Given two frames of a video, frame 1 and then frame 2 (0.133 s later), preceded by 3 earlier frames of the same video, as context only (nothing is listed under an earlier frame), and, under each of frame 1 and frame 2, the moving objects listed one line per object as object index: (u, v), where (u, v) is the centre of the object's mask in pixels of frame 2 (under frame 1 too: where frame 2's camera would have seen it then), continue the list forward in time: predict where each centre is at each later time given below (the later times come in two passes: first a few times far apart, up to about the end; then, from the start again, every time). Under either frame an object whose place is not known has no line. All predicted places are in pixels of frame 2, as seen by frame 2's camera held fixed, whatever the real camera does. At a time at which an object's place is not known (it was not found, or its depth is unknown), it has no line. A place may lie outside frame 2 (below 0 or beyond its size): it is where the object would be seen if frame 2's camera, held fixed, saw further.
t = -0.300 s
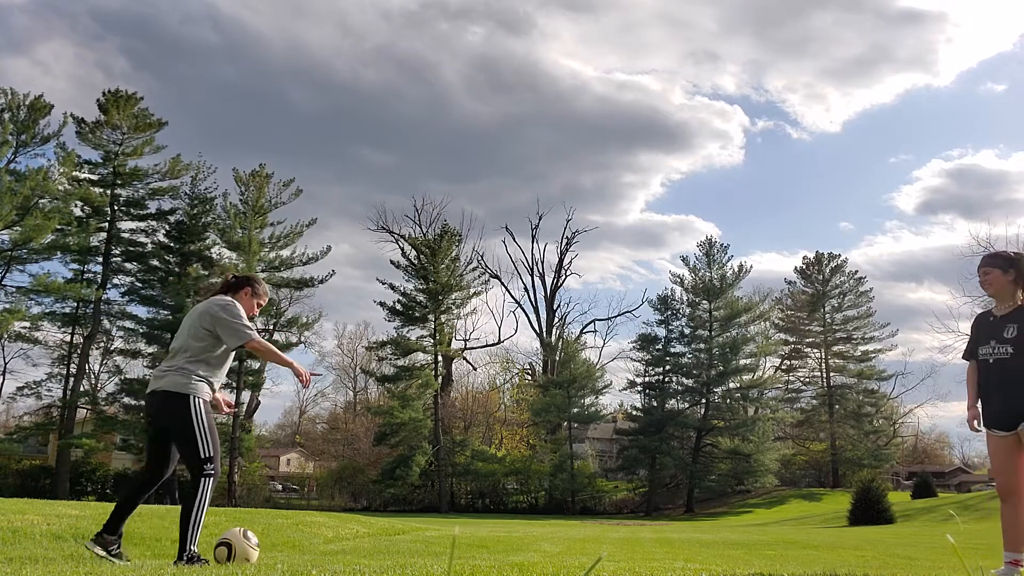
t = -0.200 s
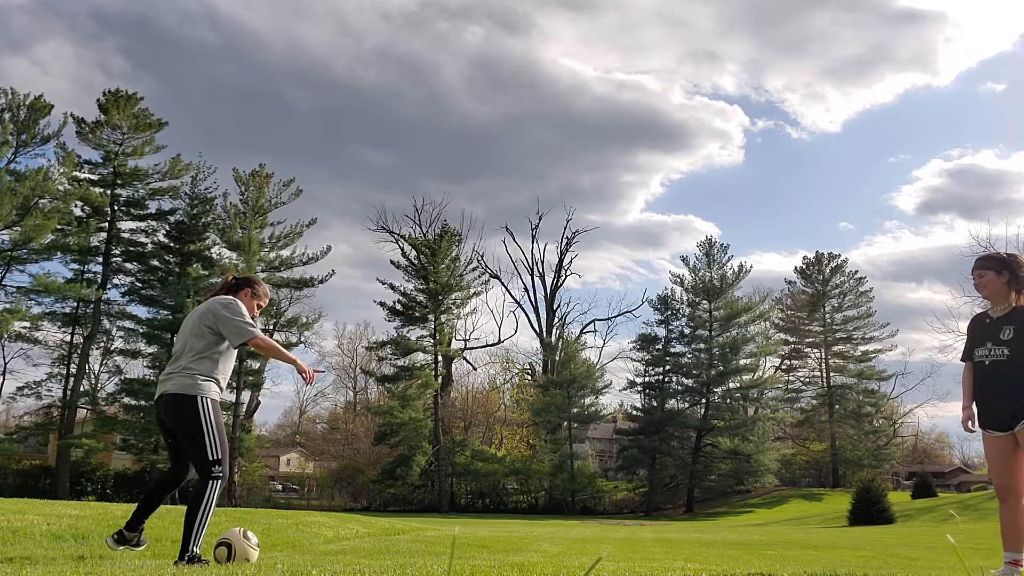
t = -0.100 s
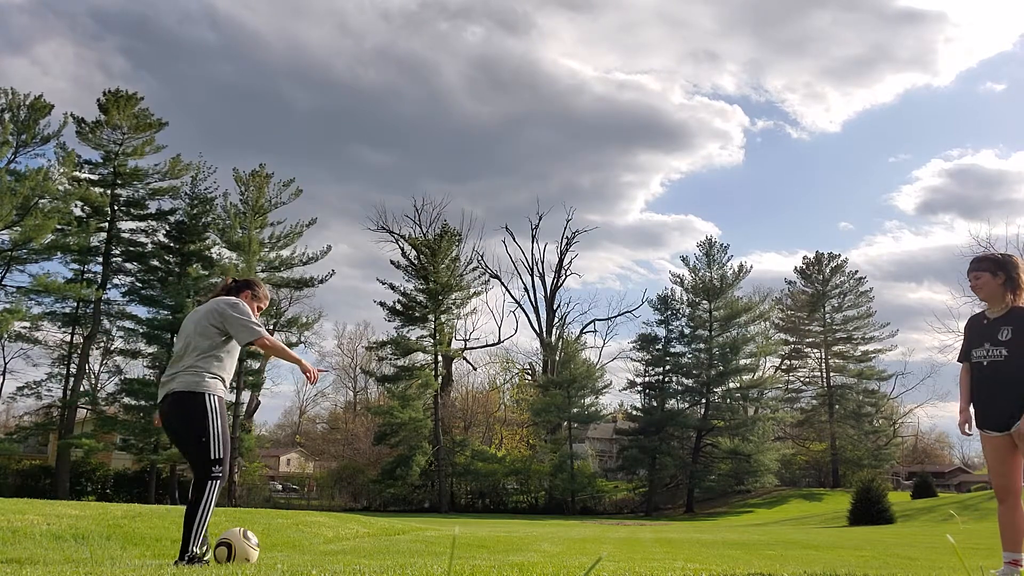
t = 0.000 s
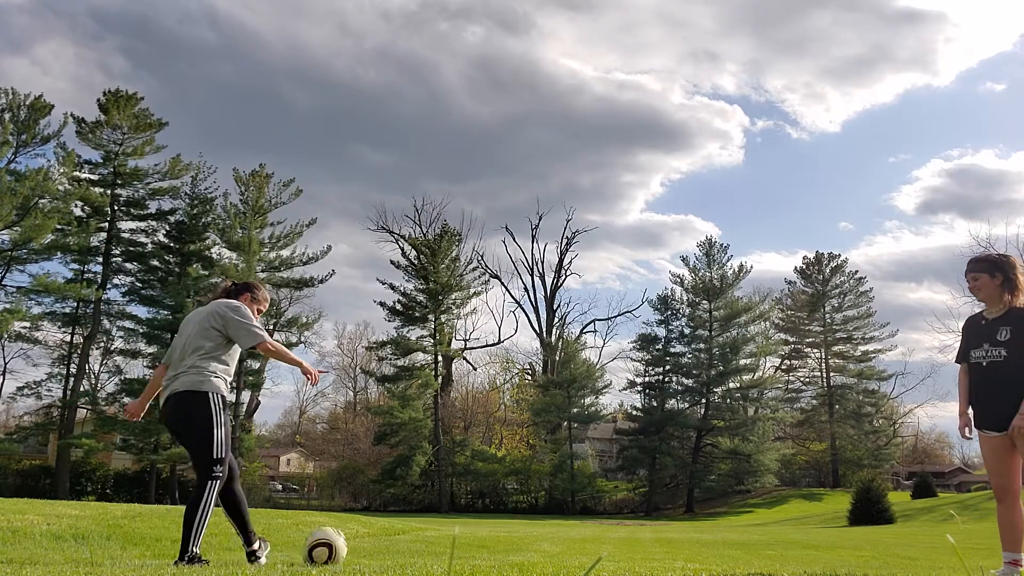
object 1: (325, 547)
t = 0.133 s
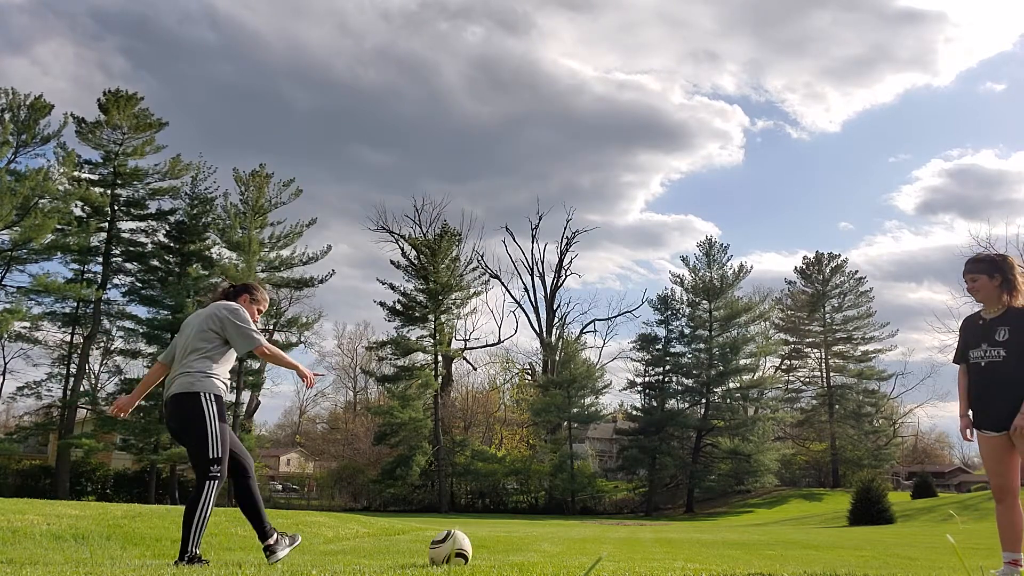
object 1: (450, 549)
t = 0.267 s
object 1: (549, 549)
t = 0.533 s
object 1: (687, 552)
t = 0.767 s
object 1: (788, 556)
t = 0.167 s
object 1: (477, 549)
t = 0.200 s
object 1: (503, 549)
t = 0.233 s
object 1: (528, 551)
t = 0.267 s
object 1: (549, 549)
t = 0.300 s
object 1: (568, 548)
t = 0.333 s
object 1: (586, 547)
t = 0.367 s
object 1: (604, 547)
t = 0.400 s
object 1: (621, 548)
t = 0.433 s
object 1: (638, 549)
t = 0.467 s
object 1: (656, 550)
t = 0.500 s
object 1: (673, 552)
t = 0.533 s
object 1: (687, 552)
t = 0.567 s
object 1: (703, 552)
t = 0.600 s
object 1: (717, 551)
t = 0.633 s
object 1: (731, 551)
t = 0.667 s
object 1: (746, 552)
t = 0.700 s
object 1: (760, 554)
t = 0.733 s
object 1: (774, 556)
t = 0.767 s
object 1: (788, 556)
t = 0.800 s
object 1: (800, 555)
